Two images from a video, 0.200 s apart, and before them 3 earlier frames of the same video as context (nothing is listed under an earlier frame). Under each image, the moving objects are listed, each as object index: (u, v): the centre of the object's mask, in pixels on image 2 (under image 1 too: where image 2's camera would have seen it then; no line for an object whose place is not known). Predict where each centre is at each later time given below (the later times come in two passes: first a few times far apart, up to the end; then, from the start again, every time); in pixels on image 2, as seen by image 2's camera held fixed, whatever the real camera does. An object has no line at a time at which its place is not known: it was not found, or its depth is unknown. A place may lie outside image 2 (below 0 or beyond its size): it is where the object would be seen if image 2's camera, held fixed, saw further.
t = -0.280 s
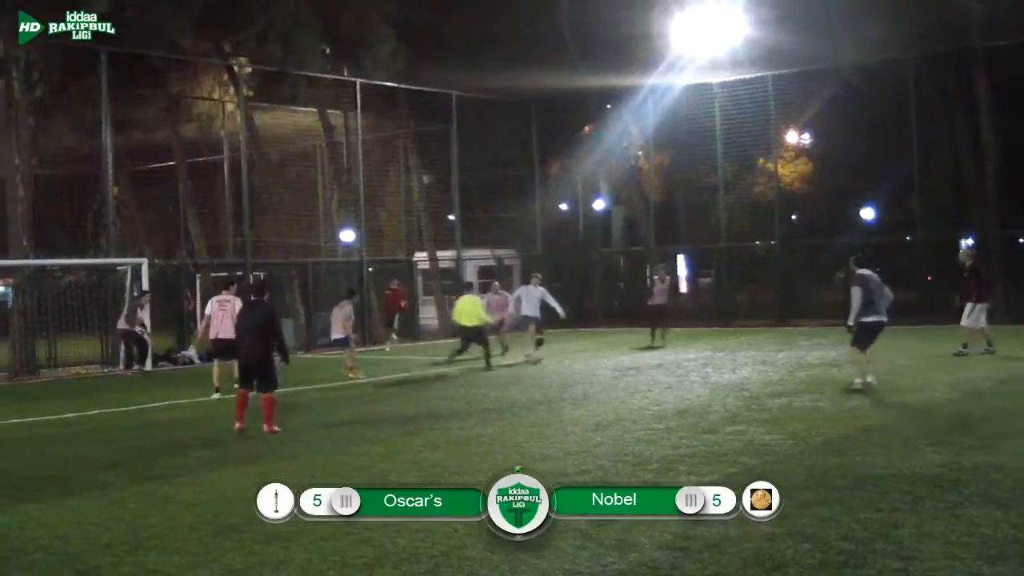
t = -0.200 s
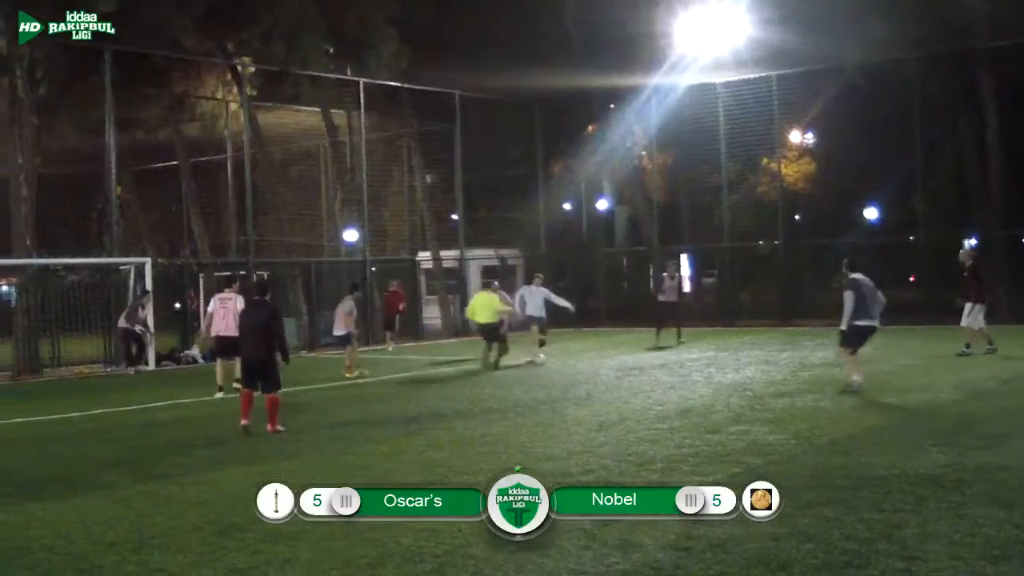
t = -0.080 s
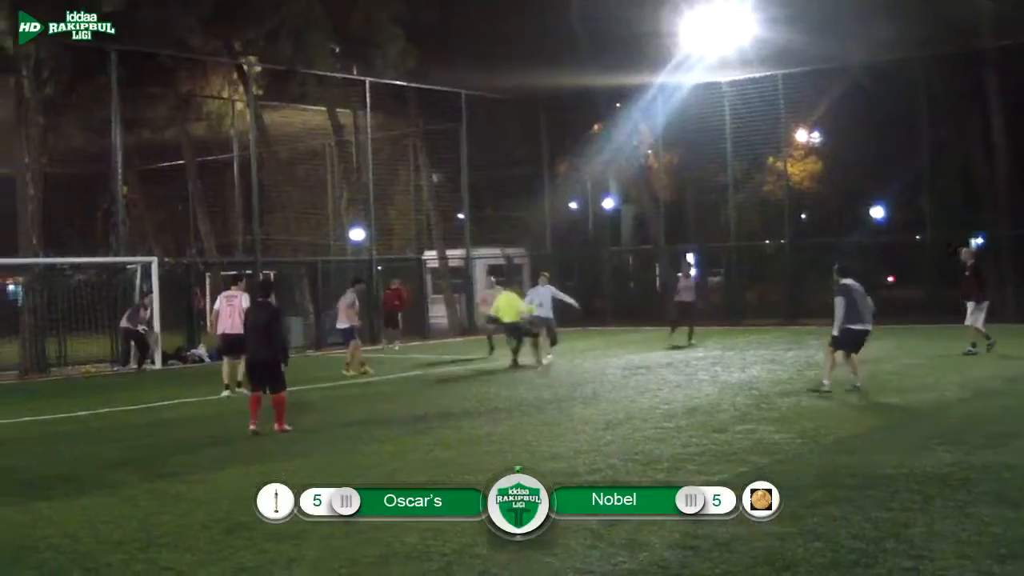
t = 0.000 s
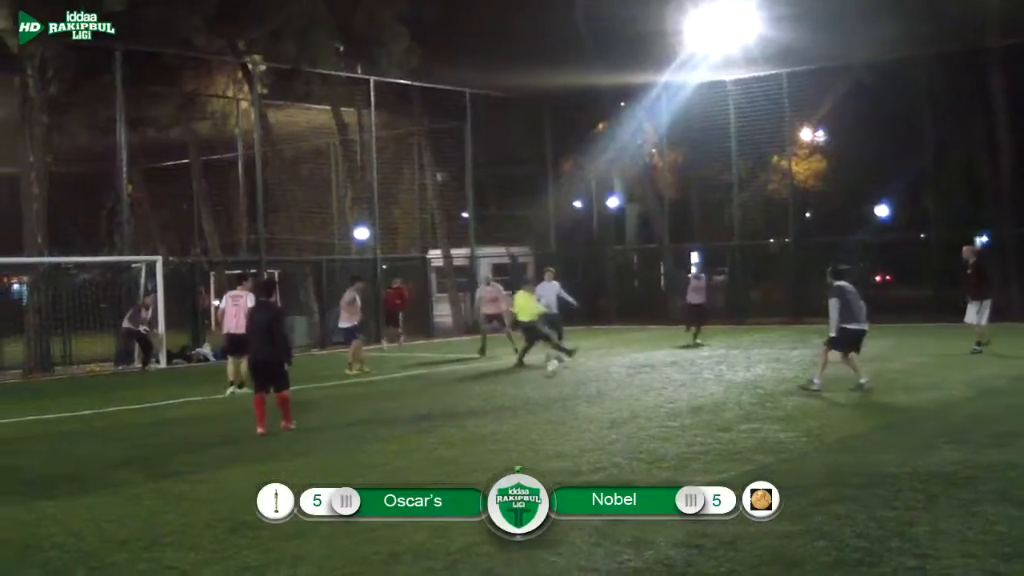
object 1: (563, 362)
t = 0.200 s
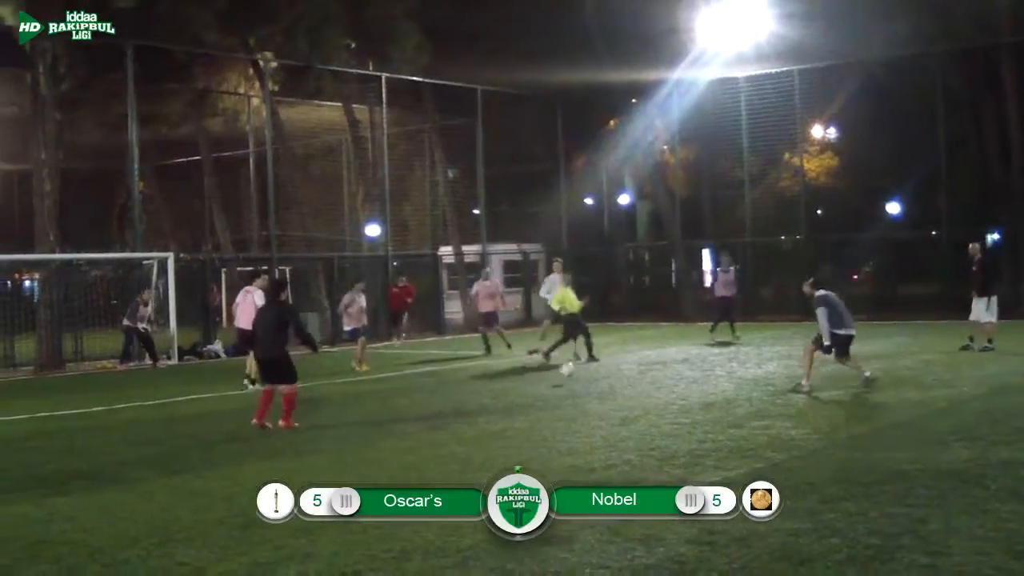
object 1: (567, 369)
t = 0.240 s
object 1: (567, 373)
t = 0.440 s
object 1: (570, 381)
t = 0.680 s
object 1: (575, 397)
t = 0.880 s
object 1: (581, 419)
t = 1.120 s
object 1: (587, 440)
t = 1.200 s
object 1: (590, 449)
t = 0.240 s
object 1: (567, 373)
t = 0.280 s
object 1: (568, 378)
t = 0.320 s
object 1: (569, 382)
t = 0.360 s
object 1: (569, 379)
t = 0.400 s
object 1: (570, 379)
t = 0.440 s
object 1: (570, 381)
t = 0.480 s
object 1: (571, 383)
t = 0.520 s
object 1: (572, 387)
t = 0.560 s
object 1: (573, 393)
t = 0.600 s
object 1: (574, 399)
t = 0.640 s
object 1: (574, 397)
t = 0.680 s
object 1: (575, 397)
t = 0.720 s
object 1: (576, 399)
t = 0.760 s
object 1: (577, 402)
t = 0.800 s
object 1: (578, 407)
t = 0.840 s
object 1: (580, 414)
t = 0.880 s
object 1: (581, 419)
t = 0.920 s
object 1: (580, 420)
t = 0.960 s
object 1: (583, 422)
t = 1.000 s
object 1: (584, 426)
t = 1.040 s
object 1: (585, 432)
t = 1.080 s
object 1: (587, 439)
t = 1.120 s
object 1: (587, 440)
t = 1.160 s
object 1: (588, 443)
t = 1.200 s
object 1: (590, 449)
